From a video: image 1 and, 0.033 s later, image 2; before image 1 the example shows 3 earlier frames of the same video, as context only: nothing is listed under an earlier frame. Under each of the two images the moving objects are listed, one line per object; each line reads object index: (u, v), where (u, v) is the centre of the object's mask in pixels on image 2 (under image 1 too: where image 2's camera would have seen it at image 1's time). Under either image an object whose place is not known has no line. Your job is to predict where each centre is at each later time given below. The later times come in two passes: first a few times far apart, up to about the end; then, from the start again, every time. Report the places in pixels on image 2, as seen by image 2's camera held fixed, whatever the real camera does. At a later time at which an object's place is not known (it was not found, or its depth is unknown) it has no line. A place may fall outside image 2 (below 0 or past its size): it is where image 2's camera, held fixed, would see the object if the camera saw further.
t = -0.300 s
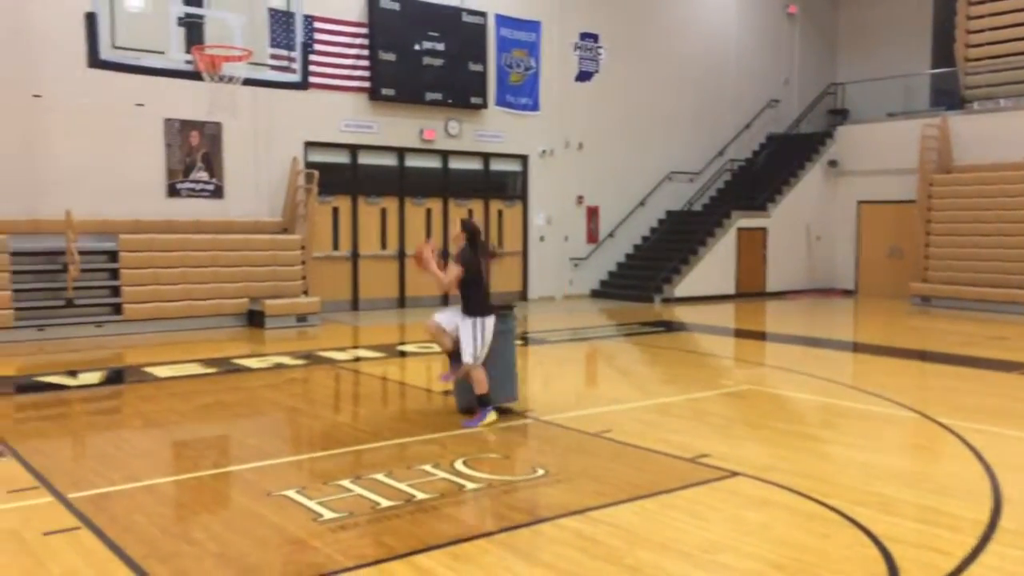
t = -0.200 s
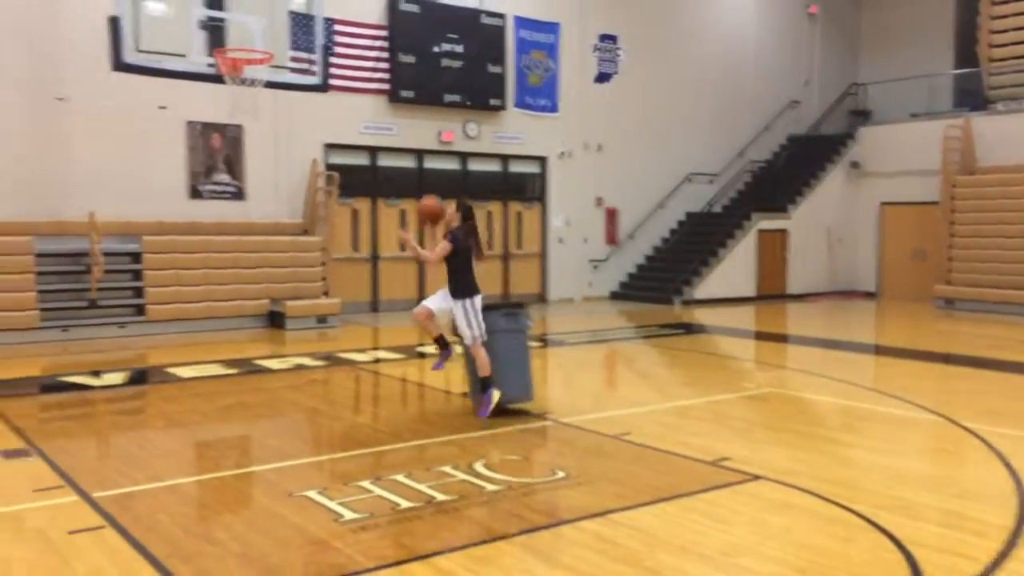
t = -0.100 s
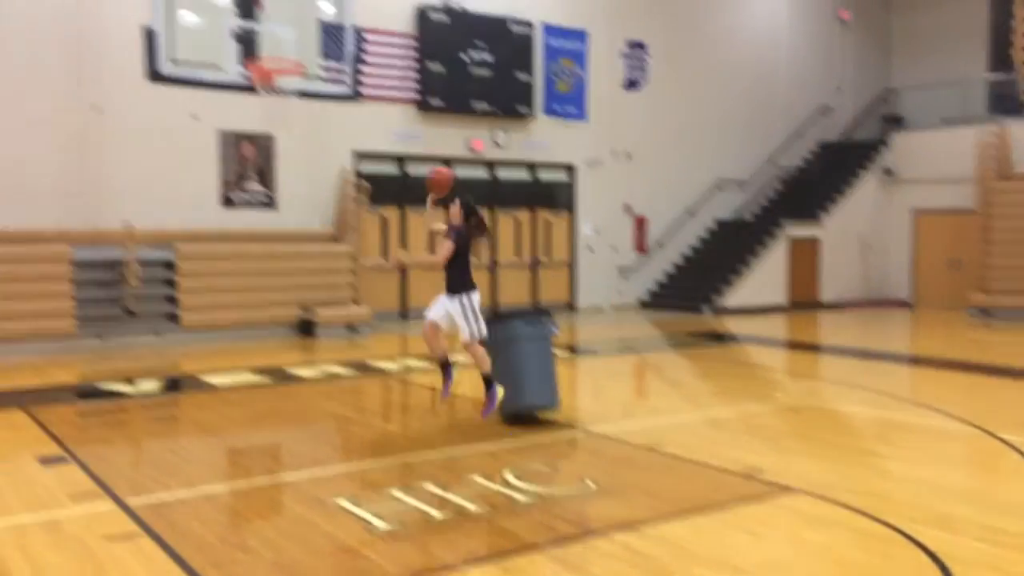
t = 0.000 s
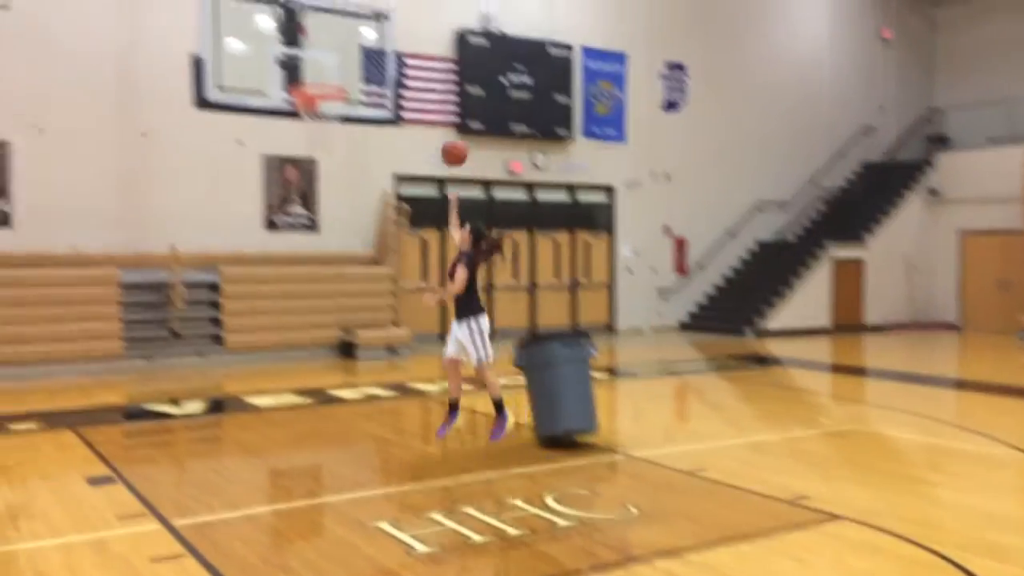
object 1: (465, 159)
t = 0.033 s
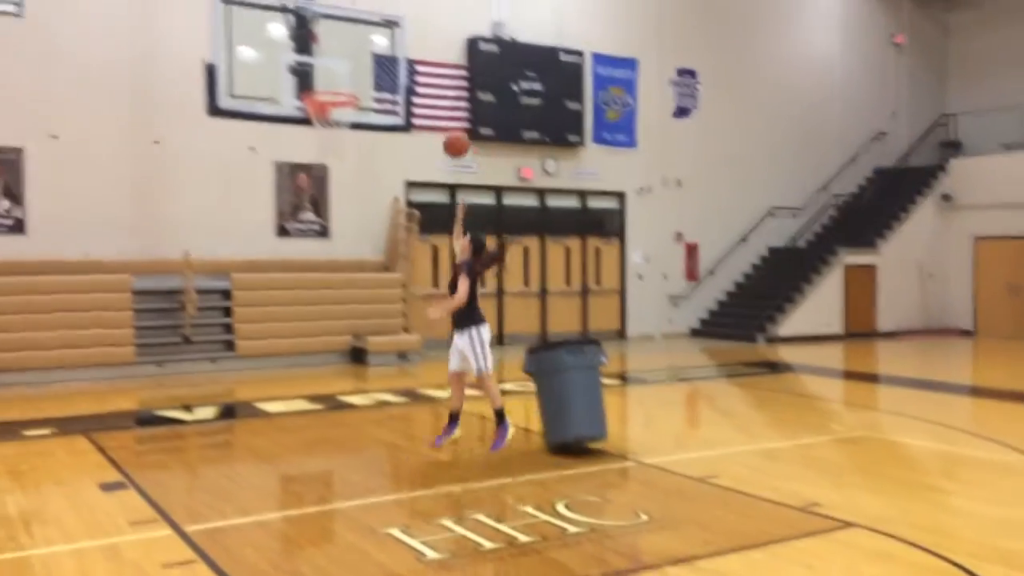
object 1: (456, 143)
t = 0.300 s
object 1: (390, 76)
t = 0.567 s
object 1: (340, 82)
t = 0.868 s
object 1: (341, 131)
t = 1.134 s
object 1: (338, 193)
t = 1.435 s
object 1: (336, 362)
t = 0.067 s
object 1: (447, 131)
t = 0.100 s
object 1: (438, 120)
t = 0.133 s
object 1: (430, 108)
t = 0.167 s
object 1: (422, 98)
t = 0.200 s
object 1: (414, 92)
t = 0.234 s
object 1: (406, 85)
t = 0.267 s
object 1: (399, 80)
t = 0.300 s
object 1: (390, 76)
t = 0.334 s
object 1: (382, 72)
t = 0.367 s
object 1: (374, 72)
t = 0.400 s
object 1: (366, 71)
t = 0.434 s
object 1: (359, 72)
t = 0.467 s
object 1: (351, 73)
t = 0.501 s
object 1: (344, 76)
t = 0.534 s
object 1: (339, 80)
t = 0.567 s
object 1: (340, 82)
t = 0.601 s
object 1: (340, 86)
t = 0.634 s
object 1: (340, 91)
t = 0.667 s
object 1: (341, 99)
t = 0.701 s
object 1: (341, 107)
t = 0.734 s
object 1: (343, 119)
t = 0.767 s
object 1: (341, 124)
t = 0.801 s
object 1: (341, 127)
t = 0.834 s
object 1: (341, 129)
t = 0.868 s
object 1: (341, 131)
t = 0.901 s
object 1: (341, 140)
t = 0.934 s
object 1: (341, 142)
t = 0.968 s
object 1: (340, 146)
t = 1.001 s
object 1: (340, 151)
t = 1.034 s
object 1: (340, 160)
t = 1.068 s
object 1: (340, 170)
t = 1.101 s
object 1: (339, 181)
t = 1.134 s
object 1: (338, 193)
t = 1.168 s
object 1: (338, 206)
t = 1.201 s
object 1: (338, 221)
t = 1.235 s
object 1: (337, 237)
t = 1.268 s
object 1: (337, 256)
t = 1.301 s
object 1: (336, 274)
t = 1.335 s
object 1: (336, 295)
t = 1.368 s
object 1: (336, 315)
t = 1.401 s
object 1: (336, 338)
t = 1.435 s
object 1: (336, 362)
